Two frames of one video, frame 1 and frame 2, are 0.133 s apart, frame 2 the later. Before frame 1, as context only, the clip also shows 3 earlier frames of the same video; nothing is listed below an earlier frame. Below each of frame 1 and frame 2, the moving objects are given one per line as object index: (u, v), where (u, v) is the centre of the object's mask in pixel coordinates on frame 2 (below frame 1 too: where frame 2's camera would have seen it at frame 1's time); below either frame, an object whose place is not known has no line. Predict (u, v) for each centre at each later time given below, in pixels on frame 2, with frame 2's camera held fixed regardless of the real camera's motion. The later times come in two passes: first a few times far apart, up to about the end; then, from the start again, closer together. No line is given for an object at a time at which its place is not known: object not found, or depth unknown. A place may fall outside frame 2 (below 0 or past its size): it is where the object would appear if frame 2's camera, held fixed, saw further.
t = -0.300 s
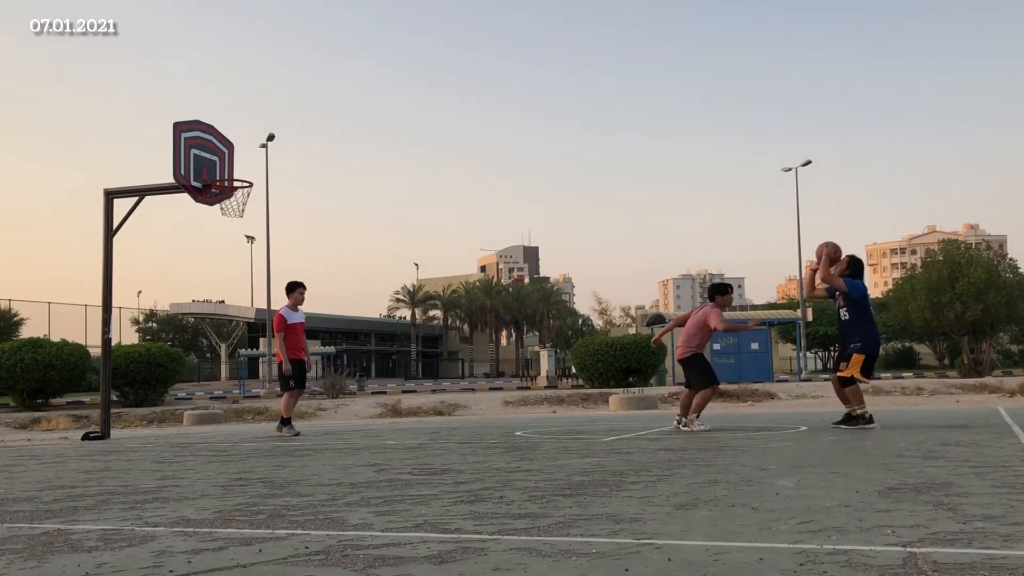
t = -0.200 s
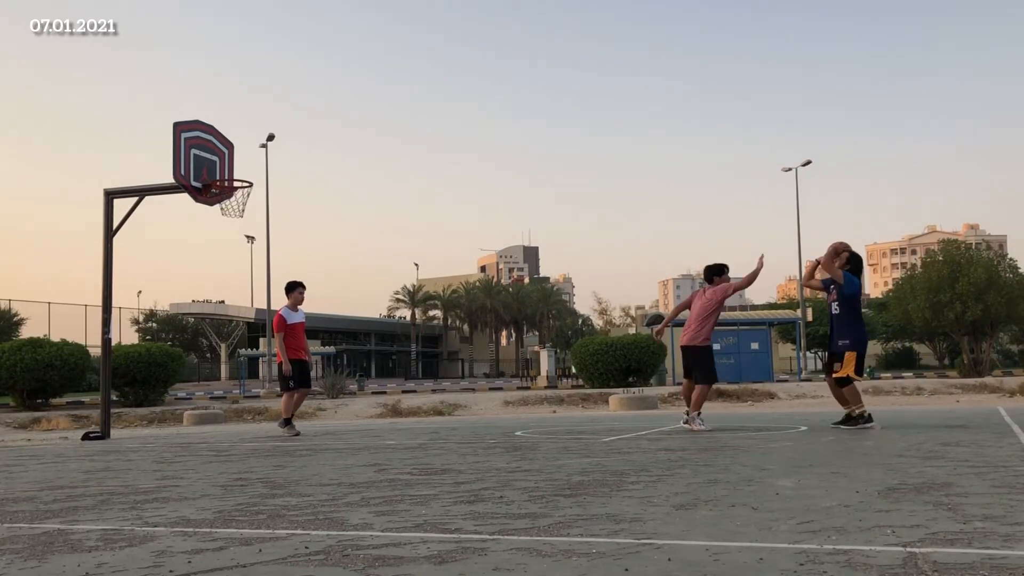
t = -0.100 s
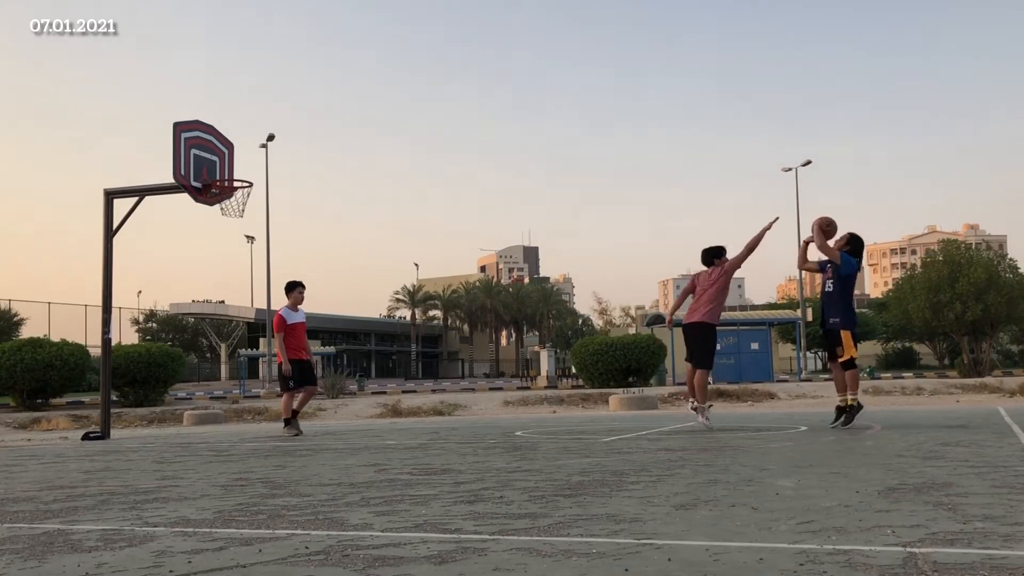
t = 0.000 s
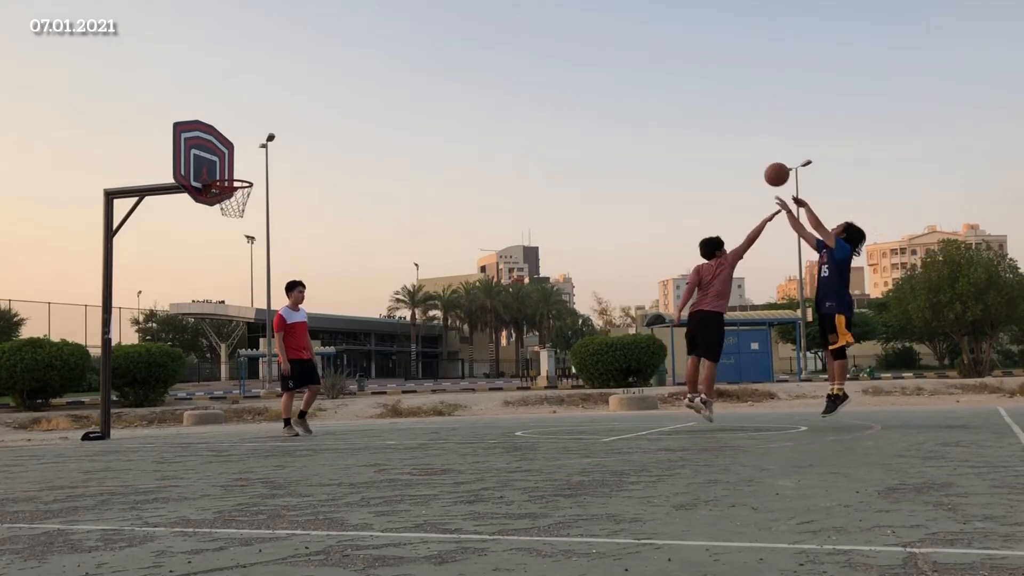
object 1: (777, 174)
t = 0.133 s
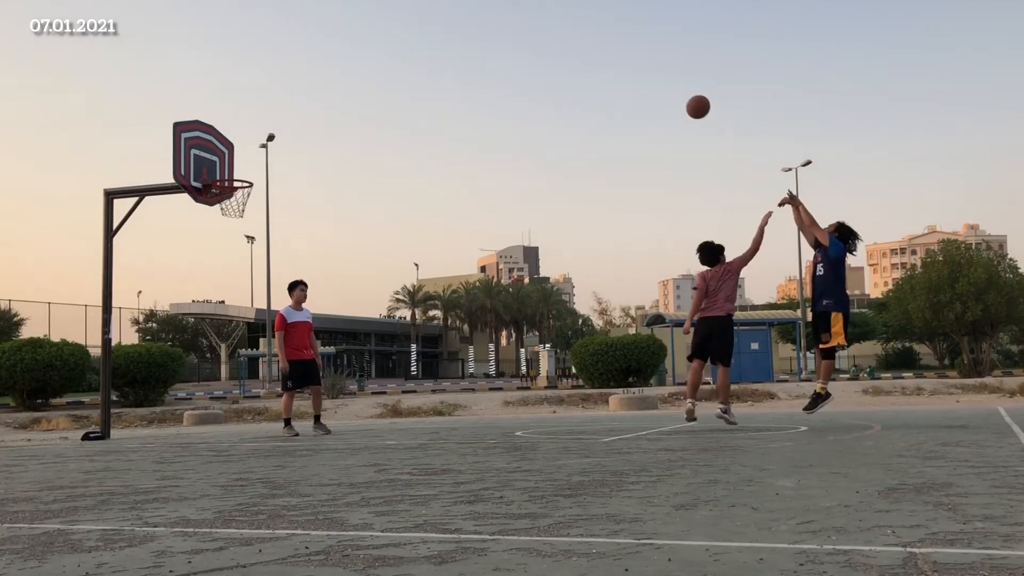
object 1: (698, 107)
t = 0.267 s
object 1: (625, 60)
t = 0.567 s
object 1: (478, 18)
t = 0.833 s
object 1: (363, 48)
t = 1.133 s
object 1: (248, 146)
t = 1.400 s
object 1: (303, 152)
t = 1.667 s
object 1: (428, 160)
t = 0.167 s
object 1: (679, 93)
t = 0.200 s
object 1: (661, 81)
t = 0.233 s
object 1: (643, 70)
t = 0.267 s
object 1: (625, 60)
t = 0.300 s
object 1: (607, 51)
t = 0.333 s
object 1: (590, 43)
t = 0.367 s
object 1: (573, 36)
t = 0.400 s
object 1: (557, 31)
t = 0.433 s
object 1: (540, 26)
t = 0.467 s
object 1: (524, 23)
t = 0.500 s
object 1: (509, 20)
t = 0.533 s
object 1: (493, 19)
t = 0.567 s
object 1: (478, 18)
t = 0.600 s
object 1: (463, 19)
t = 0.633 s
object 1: (448, 20)
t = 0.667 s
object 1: (433, 23)
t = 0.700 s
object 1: (419, 26)
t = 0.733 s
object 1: (405, 30)
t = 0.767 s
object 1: (391, 35)
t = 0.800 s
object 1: (377, 41)
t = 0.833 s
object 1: (363, 48)
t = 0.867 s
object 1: (350, 55)
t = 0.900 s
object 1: (337, 64)
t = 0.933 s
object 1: (324, 73)
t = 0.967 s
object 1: (311, 84)
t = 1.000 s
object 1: (298, 94)
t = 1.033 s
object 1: (285, 106)
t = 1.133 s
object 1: (248, 146)
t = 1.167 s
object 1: (237, 160)
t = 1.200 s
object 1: (223, 177)
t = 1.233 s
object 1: (230, 176)
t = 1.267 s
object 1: (244, 170)
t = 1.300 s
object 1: (259, 164)
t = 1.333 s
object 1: (274, 159)
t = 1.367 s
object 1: (289, 155)
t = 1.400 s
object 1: (303, 152)
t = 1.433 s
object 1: (318, 150)
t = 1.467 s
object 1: (334, 149)
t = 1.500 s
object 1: (349, 148)
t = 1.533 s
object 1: (365, 149)
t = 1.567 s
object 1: (380, 150)
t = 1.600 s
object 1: (396, 153)
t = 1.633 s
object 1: (412, 156)
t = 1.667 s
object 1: (428, 160)
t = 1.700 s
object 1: (444, 166)
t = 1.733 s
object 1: (460, 172)
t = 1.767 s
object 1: (477, 180)
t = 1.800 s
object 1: (494, 188)
